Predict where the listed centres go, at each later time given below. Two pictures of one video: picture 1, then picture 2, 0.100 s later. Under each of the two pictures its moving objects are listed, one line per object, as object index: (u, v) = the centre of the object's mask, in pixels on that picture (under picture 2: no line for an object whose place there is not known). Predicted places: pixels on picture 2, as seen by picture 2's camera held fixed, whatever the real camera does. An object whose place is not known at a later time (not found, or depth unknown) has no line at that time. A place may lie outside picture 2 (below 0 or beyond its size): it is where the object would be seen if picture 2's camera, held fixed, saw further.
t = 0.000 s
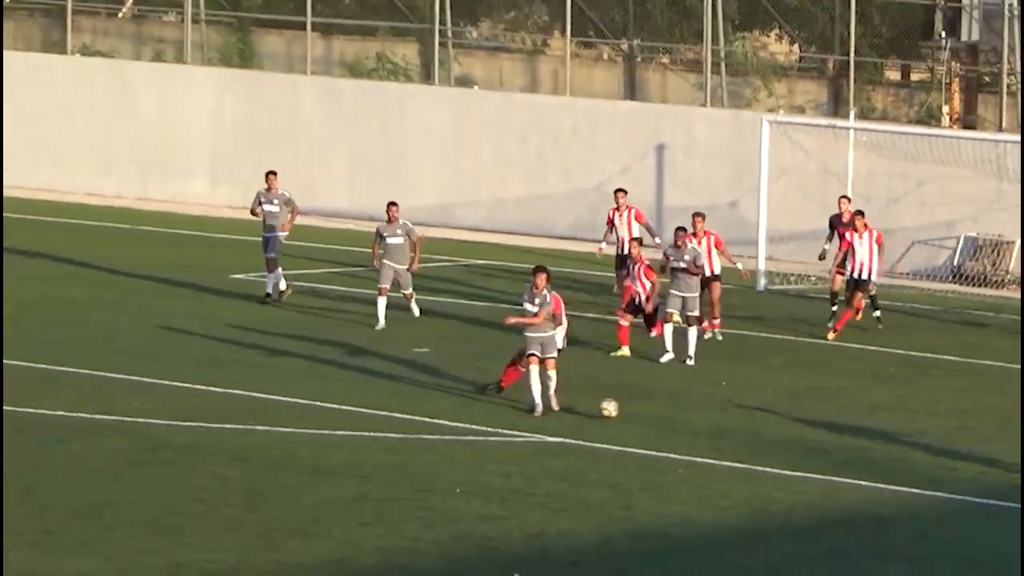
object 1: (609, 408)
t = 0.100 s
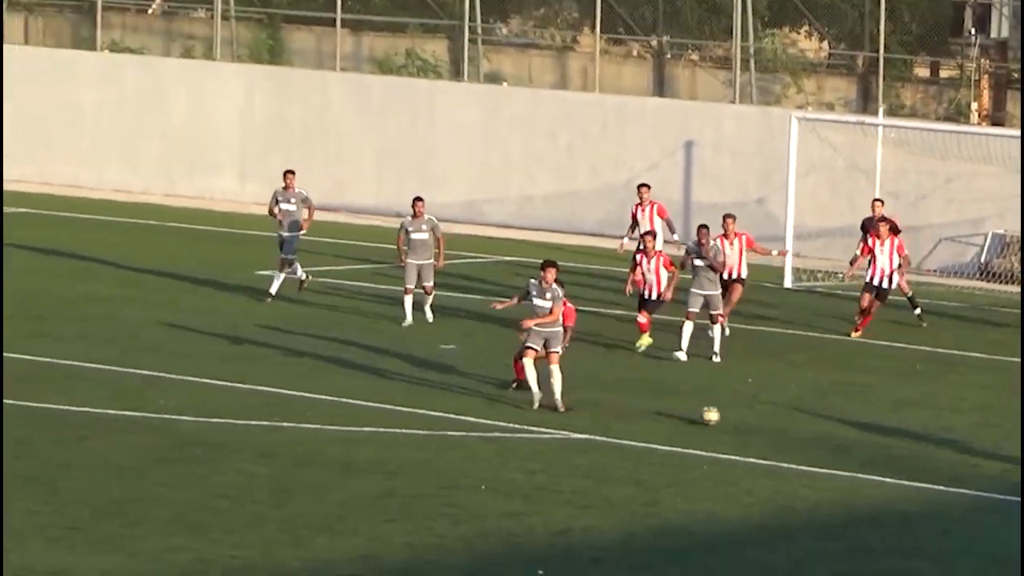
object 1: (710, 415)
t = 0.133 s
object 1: (736, 417)
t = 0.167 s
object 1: (750, 418)
